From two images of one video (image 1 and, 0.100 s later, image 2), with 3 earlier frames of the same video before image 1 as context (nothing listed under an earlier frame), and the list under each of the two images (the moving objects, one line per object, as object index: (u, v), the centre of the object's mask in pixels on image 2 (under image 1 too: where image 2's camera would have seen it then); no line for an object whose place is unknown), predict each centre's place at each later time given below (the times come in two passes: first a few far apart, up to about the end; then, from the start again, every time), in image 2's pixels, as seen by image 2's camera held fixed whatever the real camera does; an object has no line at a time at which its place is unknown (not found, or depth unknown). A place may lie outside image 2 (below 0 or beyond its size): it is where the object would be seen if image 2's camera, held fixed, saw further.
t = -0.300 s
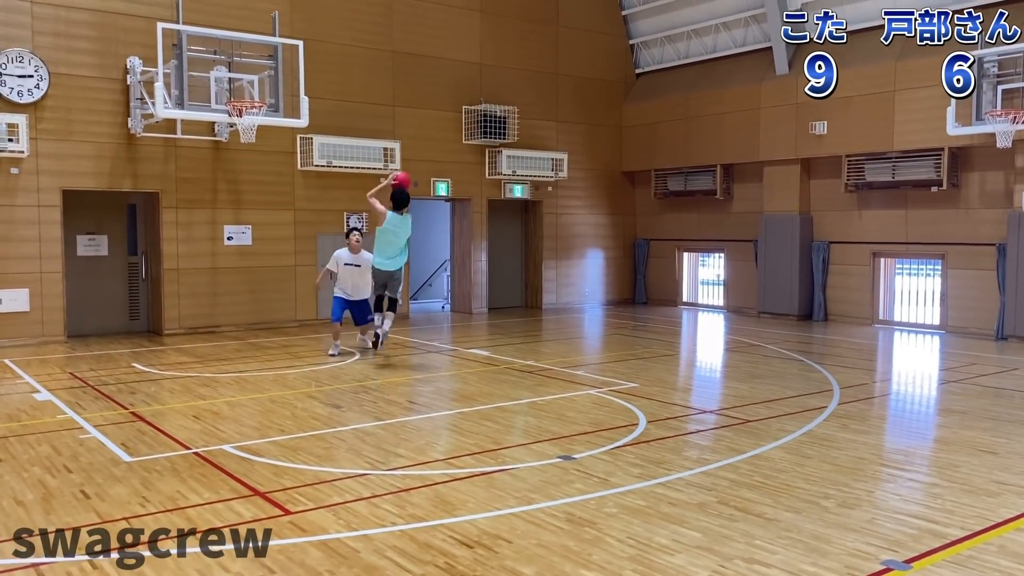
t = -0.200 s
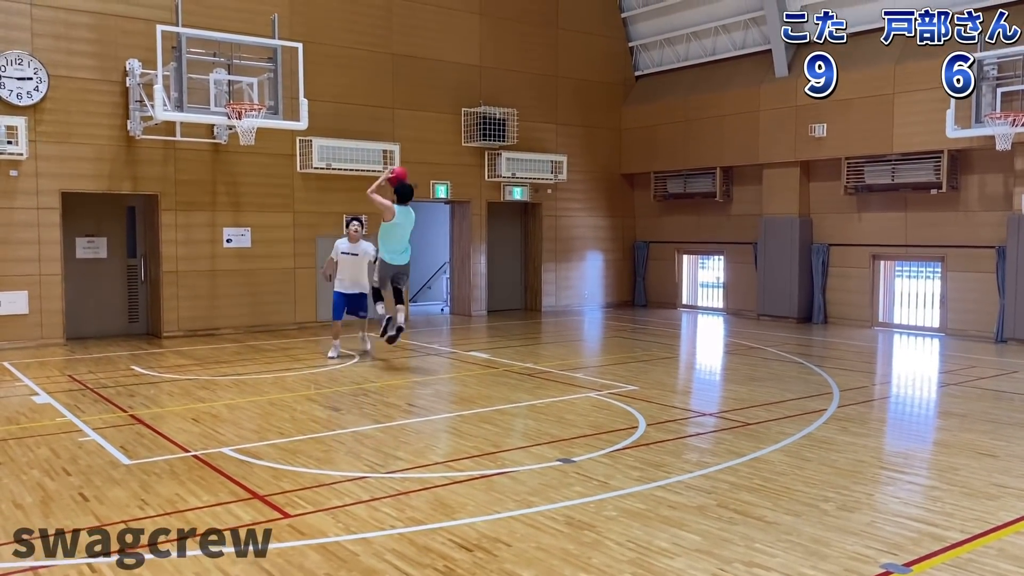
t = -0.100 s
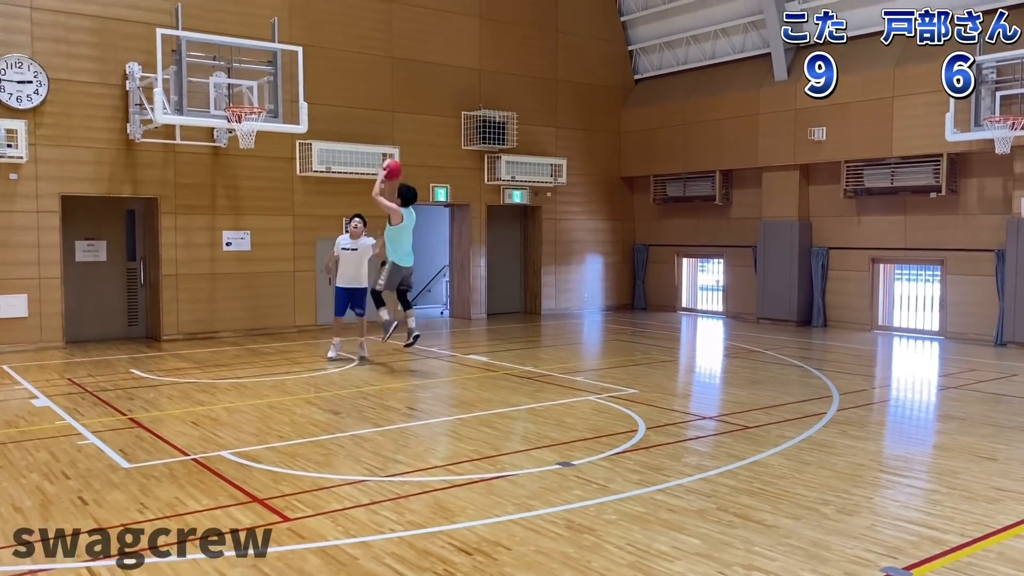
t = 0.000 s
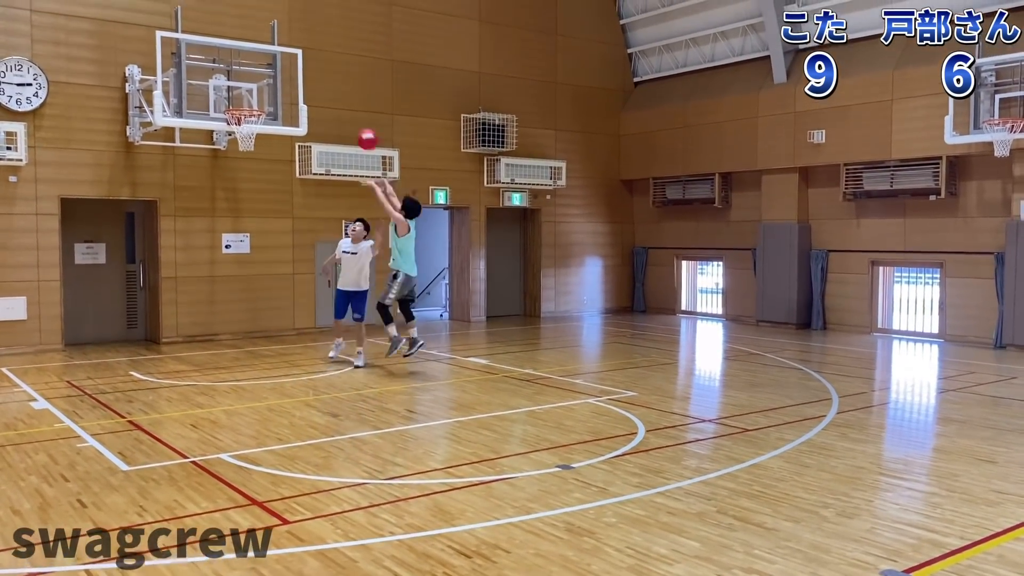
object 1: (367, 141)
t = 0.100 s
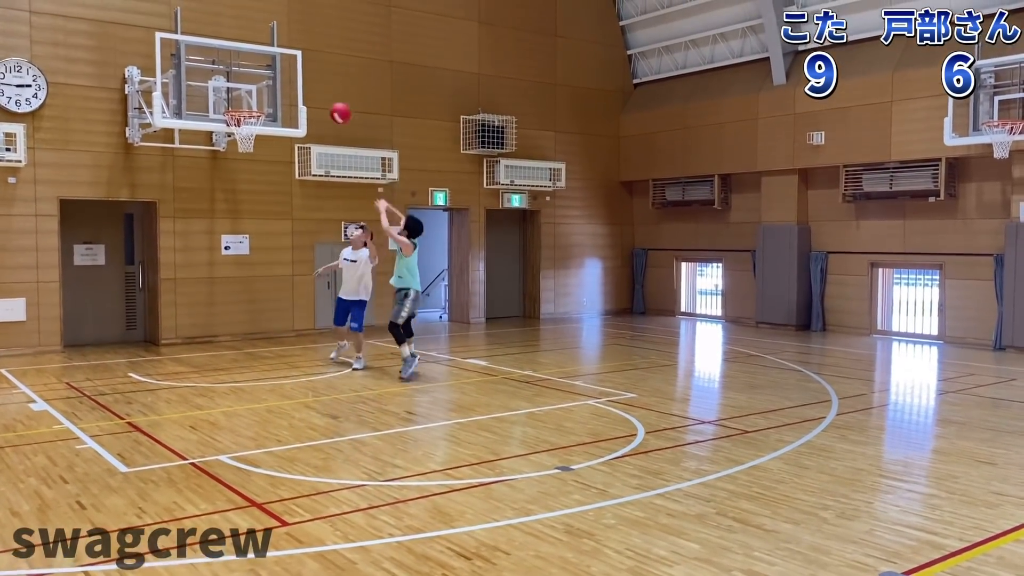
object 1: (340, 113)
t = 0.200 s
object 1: (314, 94)
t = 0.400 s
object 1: (265, 82)
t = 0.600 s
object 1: (232, 99)
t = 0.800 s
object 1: (257, 96)
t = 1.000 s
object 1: (289, 101)
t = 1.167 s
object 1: (316, 131)
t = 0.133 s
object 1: (331, 106)
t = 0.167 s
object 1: (323, 99)
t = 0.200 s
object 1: (314, 94)
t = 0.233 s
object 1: (306, 90)
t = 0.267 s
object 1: (297, 86)
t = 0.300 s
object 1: (288, 84)
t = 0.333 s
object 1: (280, 82)
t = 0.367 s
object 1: (272, 82)
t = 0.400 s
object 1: (265, 82)
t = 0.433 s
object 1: (257, 82)
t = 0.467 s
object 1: (249, 85)
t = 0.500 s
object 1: (241, 87)
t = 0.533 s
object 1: (233, 92)
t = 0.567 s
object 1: (232, 95)
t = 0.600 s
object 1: (232, 99)
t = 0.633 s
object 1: (231, 103)
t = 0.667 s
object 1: (235, 102)
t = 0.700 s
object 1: (241, 102)
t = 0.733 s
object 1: (246, 101)
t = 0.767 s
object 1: (251, 98)
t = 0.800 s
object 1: (257, 96)
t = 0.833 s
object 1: (263, 94)
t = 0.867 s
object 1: (268, 93)
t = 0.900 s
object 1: (273, 95)
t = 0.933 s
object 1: (278, 96)
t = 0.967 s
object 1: (284, 98)
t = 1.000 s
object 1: (289, 101)
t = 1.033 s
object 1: (294, 105)
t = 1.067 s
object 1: (299, 111)
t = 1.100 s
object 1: (305, 116)
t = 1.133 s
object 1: (311, 124)
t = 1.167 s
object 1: (316, 131)
